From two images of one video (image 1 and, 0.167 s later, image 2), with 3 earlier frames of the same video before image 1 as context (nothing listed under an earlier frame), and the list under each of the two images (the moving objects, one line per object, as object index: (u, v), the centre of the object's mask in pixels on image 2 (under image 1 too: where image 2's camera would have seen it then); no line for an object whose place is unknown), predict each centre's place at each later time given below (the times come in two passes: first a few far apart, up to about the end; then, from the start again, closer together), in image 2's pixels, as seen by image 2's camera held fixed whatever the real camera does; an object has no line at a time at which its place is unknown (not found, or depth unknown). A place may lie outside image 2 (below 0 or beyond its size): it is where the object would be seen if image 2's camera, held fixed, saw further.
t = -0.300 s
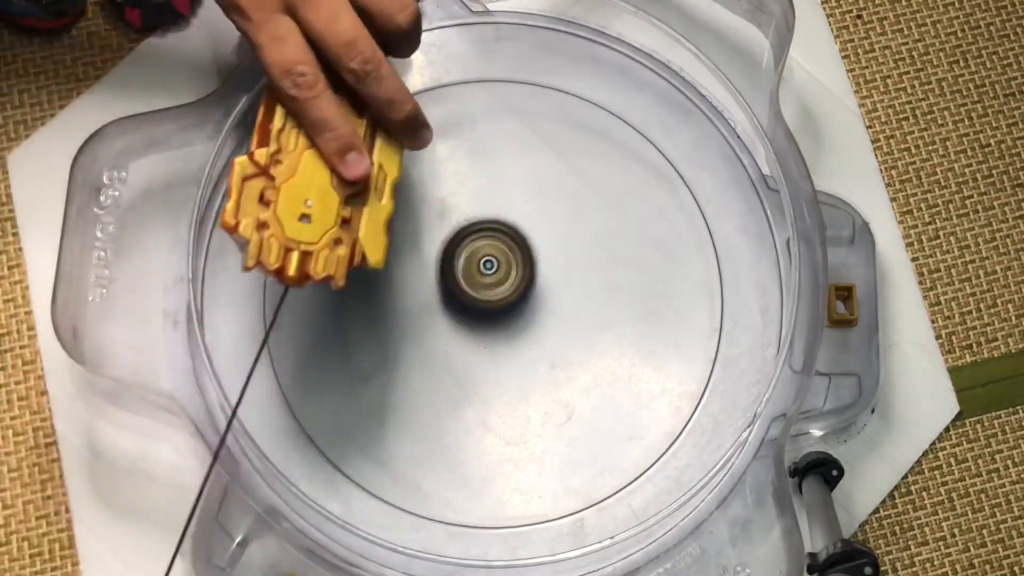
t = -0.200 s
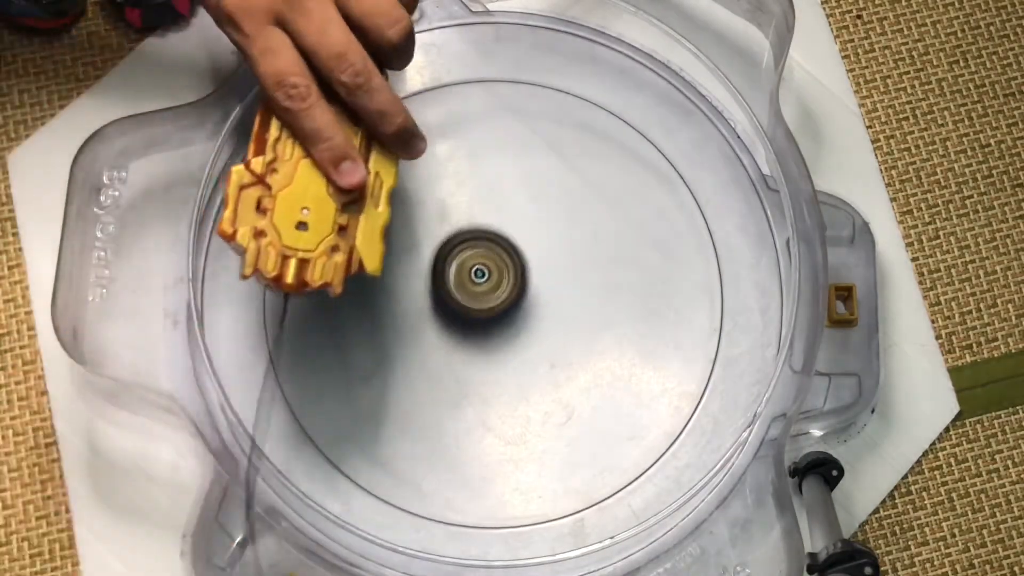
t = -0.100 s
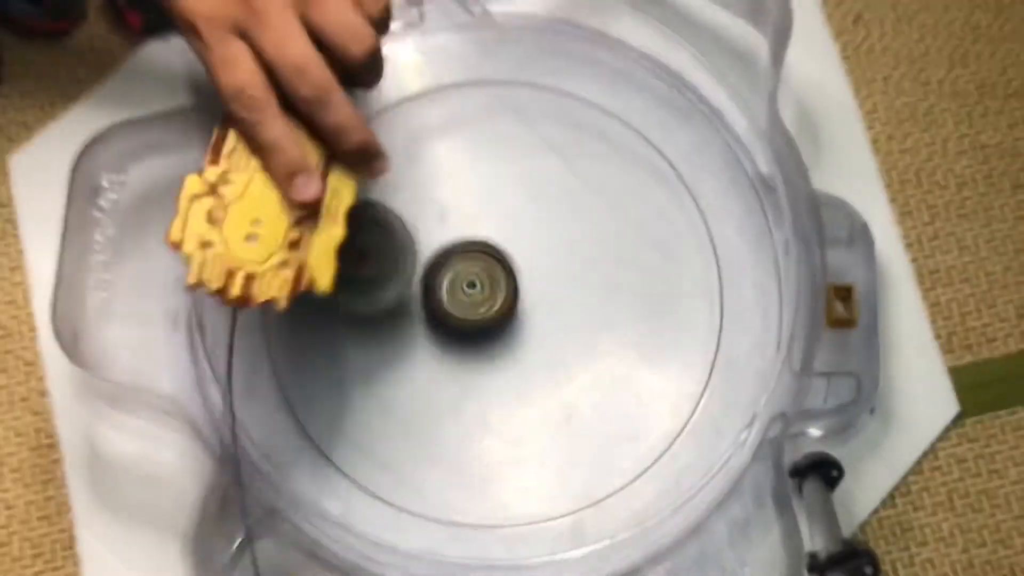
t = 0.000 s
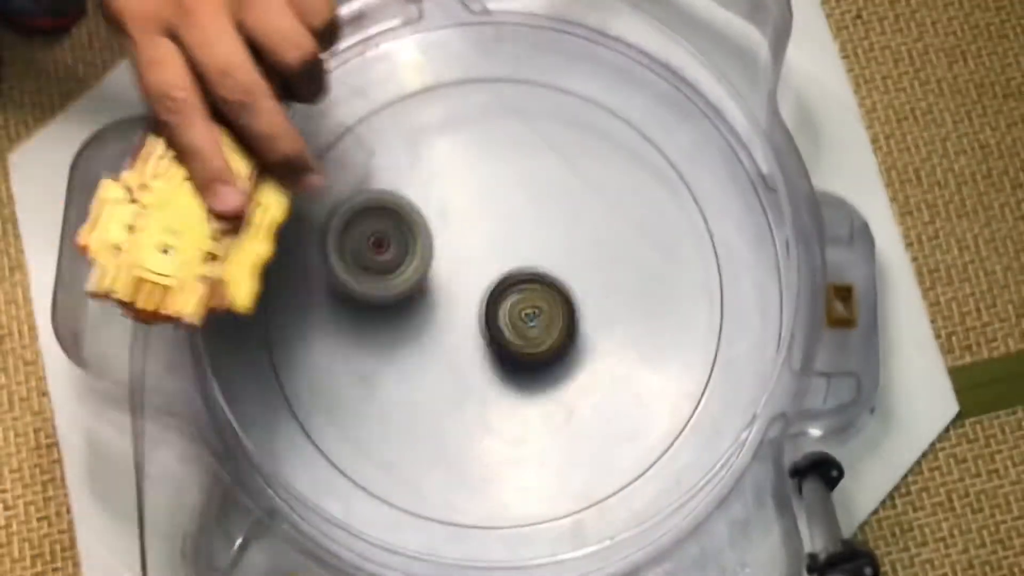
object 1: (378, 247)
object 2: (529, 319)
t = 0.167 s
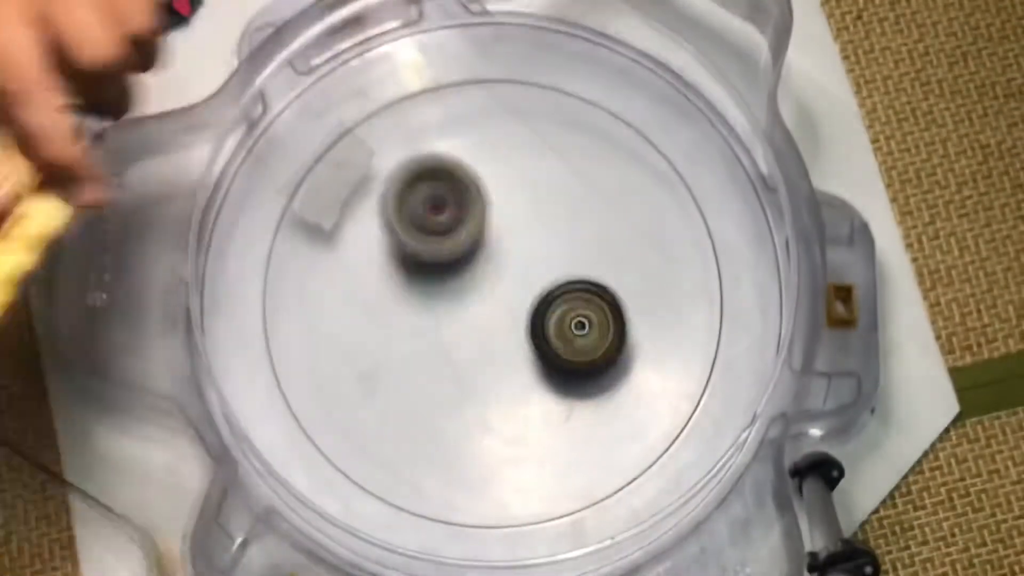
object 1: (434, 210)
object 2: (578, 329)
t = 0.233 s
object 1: (464, 199)
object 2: (572, 328)
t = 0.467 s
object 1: (531, 186)
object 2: (486, 331)
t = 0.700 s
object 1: (533, 226)
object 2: (417, 245)
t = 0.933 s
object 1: (553, 255)
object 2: (444, 193)
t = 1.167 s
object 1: (578, 273)
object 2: (477, 189)
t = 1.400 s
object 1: (590, 325)
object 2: (484, 178)
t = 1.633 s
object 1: (587, 333)
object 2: (505, 210)
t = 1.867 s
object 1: (631, 345)
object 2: (466, 201)
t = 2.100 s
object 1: (657, 336)
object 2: (464, 205)
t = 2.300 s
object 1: (580, 305)
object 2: (478, 243)
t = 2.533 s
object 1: (531, 420)
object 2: (427, 229)
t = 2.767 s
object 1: (542, 389)
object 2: (444, 263)
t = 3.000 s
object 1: (570, 463)
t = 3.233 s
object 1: (606, 403)
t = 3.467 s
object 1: (551, 406)
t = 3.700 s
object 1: (521, 432)
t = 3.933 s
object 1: (485, 349)
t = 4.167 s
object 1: (344, 374)
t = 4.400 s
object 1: (418, 404)
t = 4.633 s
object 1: (440, 383)
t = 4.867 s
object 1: (430, 310)
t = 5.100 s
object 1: (431, 255)
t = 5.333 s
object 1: (446, 208)
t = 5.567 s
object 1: (472, 262)
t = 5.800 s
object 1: (567, 237)
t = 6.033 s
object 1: (555, 222)
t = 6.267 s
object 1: (581, 222)
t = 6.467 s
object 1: (549, 260)
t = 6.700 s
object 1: (556, 291)
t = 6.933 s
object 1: (545, 318)
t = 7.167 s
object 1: (516, 333)
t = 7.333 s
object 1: (514, 349)
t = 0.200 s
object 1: (449, 204)
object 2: (575, 327)
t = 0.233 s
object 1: (464, 199)
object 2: (572, 328)
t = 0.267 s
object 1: (480, 191)
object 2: (565, 329)
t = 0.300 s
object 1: (492, 186)
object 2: (557, 333)
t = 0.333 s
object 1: (503, 184)
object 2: (545, 335)
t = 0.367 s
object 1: (511, 183)
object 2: (534, 336)
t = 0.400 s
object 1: (519, 181)
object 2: (518, 337)
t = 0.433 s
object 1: (525, 183)
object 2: (501, 336)
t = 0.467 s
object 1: (531, 186)
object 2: (486, 331)
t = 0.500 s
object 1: (533, 189)
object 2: (470, 322)
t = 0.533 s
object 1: (535, 195)
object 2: (455, 312)
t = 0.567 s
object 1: (535, 200)
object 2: (444, 301)
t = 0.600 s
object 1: (534, 205)
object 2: (435, 288)
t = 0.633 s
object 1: (532, 212)
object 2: (428, 272)
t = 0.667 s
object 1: (530, 221)
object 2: (423, 258)
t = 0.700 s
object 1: (533, 226)
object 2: (417, 245)
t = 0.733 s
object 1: (536, 233)
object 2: (416, 233)
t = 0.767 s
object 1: (539, 237)
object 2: (417, 221)
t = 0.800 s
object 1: (542, 242)
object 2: (420, 210)
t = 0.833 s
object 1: (545, 245)
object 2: (425, 204)
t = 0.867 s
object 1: (548, 249)
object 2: (430, 198)
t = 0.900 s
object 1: (551, 252)
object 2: (437, 194)
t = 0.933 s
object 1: (553, 255)
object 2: (444, 193)
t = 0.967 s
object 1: (554, 253)
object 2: (452, 191)
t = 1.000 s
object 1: (552, 254)
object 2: (461, 193)
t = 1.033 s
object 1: (556, 258)
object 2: (465, 190)
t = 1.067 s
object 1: (564, 263)
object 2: (466, 186)
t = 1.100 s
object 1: (571, 267)
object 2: (468, 186)
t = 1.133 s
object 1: (576, 271)
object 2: (473, 188)
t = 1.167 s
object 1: (578, 273)
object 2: (477, 189)
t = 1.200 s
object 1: (578, 275)
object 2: (483, 192)
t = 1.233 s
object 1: (576, 273)
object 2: (488, 194)
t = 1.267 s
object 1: (573, 272)
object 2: (494, 197)
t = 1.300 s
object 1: (577, 284)
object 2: (492, 188)
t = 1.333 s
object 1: (582, 300)
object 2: (486, 178)
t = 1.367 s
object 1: (588, 316)
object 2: (484, 177)
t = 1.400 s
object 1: (590, 325)
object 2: (484, 178)
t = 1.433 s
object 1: (591, 334)
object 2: (486, 183)
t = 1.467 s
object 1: (591, 340)
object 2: (489, 186)
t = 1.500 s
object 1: (590, 341)
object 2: (492, 187)
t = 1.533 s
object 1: (590, 343)
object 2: (497, 195)
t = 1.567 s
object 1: (589, 342)
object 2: (500, 200)
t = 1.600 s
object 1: (587, 337)
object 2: (502, 205)
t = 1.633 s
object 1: (587, 333)
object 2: (505, 210)
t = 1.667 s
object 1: (588, 330)
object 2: (507, 218)
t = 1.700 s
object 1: (589, 324)
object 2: (509, 225)
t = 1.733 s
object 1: (589, 318)
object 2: (511, 231)
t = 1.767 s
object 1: (589, 312)
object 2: (510, 238)
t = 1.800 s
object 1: (604, 326)
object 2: (494, 221)
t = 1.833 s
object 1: (619, 337)
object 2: (478, 208)
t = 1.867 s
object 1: (631, 345)
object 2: (466, 201)
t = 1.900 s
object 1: (642, 351)
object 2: (458, 196)
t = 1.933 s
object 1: (652, 353)
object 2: (454, 194)
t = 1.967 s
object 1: (660, 355)
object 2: (454, 194)
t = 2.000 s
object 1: (663, 351)
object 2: (456, 196)
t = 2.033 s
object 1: (663, 345)
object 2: (458, 198)
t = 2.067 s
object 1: (661, 341)
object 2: (461, 202)
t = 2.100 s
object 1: (657, 336)
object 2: (464, 205)
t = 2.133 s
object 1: (650, 324)
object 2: (467, 209)
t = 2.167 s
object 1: (643, 316)
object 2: (470, 217)
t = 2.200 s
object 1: (634, 310)
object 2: (472, 223)
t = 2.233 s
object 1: (619, 305)
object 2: (475, 229)
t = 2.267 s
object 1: (601, 303)
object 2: (477, 235)
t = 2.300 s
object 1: (580, 305)
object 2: (478, 243)
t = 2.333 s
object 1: (564, 319)
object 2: (473, 246)
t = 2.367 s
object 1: (557, 341)
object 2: (456, 237)
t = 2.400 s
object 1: (551, 362)
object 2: (442, 231)
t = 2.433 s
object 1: (543, 378)
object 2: (434, 229)
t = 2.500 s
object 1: (533, 412)
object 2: (427, 227)
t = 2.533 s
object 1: (531, 420)
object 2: (427, 229)
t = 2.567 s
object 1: (530, 426)
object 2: (428, 231)
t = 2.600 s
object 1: (530, 427)
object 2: (429, 235)
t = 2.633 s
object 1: (533, 423)
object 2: (431, 239)
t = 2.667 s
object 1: (537, 415)
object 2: (434, 243)
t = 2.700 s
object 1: (539, 405)
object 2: (437, 248)
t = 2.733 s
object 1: (541, 397)
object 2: (441, 257)
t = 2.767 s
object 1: (542, 389)
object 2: (444, 263)
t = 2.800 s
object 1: (540, 380)
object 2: (447, 268)
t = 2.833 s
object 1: (534, 373)
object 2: (451, 275)
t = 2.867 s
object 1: (528, 369)
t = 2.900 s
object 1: (533, 389)
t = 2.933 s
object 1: (544, 419)
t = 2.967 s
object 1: (558, 449)
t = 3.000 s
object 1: (570, 463)
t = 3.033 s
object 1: (583, 480)
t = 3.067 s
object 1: (594, 481)
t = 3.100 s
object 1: (601, 475)
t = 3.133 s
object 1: (606, 459)
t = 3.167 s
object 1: (608, 443)
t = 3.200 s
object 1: (610, 424)
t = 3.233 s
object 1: (606, 403)
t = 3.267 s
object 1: (602, 381)
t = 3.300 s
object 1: (593, 357)
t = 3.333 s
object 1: (583, 339)
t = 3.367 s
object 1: (569, 322)
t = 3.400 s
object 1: (563, 353)
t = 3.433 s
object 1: (560, 376)
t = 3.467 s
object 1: (551, 406)
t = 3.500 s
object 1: (543, 423)
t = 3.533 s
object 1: (537, 440)
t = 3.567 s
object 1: (529, 448)
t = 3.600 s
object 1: (525, 448)
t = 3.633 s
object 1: (521, 448)
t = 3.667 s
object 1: (521, 439)
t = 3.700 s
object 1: (521, 432)
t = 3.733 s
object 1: (522, 424)
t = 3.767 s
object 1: (524, 412)
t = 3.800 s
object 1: (522, 402)
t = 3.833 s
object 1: (517, 387)
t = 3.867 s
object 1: (509, 376)
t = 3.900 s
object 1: (498, 362)
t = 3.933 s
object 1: (485, 349)
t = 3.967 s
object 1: (465, 338)
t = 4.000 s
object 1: (440, 341)
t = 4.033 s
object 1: (415, 346)
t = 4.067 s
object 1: (387, 350)
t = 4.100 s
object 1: (370, 356)
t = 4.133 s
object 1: (356, 365)
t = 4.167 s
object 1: (344, 374)
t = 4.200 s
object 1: (341, 384)
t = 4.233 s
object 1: (344, 395)
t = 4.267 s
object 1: (351, 403)
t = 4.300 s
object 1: (364, 411)
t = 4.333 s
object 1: (385, 412)
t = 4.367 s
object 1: (401, 410)
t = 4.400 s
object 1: (418, 404)
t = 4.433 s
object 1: (439, 397)
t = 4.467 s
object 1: (454, 388)
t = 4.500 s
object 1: (453, 388)
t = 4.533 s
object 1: (447, 394)
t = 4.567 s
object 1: (442, 395)
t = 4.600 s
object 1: (441, 390)
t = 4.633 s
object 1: (440, 383)
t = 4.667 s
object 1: (440, 374)
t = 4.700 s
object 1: (439, 365)
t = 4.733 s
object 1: (438, 354)
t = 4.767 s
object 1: (436, 344)
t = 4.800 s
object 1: (434, 332)
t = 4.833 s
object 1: (432, 321)
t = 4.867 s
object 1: (430, 310)
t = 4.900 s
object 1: (428, 299)
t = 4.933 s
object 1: (426, 289)
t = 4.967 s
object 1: (425, 279)
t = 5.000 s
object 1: (425, 270)
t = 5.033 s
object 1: (426, 264)
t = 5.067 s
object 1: (428, 258)
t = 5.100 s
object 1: (431, 255)
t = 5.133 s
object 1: (434, 254)
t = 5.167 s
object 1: (434, 243)
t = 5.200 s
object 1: (434, 230)
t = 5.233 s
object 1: (436, 220)
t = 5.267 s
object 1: (439, 213)
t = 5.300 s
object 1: (442, 208)
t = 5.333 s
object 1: (446, 208)
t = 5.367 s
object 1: (450, 211)
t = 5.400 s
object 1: (453, 217)
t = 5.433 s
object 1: (456, 226)
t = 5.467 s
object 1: (458, 236)
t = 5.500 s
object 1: (459, 246)
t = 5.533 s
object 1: (463, 256)
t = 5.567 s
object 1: (472, 262)
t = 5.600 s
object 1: (485, 262)
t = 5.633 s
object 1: (500, 259)
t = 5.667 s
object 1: (515, 255)
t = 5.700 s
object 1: (530, 252)
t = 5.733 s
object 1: (544, 247)
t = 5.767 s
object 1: (556, 242)
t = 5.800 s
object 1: (567, 237)
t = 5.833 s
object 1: (574, 231)
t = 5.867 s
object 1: (579, 224)
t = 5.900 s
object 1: (580, 220)
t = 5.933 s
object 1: (577, 218)
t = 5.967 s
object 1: (571, 217)
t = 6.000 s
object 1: (564, 218)
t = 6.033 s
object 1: (555, 222)
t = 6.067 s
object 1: (545, 227)
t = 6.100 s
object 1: (542, 231)
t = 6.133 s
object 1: (555, 224)
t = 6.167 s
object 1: (567, 220)
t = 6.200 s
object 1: (574, 218)
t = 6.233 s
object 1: (579, 219)
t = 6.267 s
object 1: (581, 222)
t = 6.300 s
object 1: (580, 226)
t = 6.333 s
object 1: (577, 232)
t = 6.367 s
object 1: (572, 239)
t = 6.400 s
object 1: (565, 245)
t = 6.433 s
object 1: (558, 253)
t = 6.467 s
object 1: (549, 260)
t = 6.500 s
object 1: (540, 266)
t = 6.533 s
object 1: (531, 272)
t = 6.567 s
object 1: (523, 276)
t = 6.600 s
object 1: (518, 280)
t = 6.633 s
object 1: (535, 283)
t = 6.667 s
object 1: (547, 285)
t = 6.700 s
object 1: (556, 291)
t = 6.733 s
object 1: (561, 296)
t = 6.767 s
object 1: (563, 300)
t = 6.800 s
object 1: (562, 304)
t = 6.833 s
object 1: (559, 307)
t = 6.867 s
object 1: (555, 311)
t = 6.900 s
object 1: (550, 315)
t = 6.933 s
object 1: (545, 318)
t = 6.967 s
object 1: (539, 320)
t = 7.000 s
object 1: (533, 322)
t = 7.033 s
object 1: (527, 322)
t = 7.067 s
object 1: (520, 323)
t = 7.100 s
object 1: (514, 322)
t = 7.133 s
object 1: (514, 326)
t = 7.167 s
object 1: (516, 333)
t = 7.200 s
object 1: (518, 338)
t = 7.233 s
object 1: (519, 341)
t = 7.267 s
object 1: (518, 344)
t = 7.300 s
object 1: (516, 347)
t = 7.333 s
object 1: (514, 349)
